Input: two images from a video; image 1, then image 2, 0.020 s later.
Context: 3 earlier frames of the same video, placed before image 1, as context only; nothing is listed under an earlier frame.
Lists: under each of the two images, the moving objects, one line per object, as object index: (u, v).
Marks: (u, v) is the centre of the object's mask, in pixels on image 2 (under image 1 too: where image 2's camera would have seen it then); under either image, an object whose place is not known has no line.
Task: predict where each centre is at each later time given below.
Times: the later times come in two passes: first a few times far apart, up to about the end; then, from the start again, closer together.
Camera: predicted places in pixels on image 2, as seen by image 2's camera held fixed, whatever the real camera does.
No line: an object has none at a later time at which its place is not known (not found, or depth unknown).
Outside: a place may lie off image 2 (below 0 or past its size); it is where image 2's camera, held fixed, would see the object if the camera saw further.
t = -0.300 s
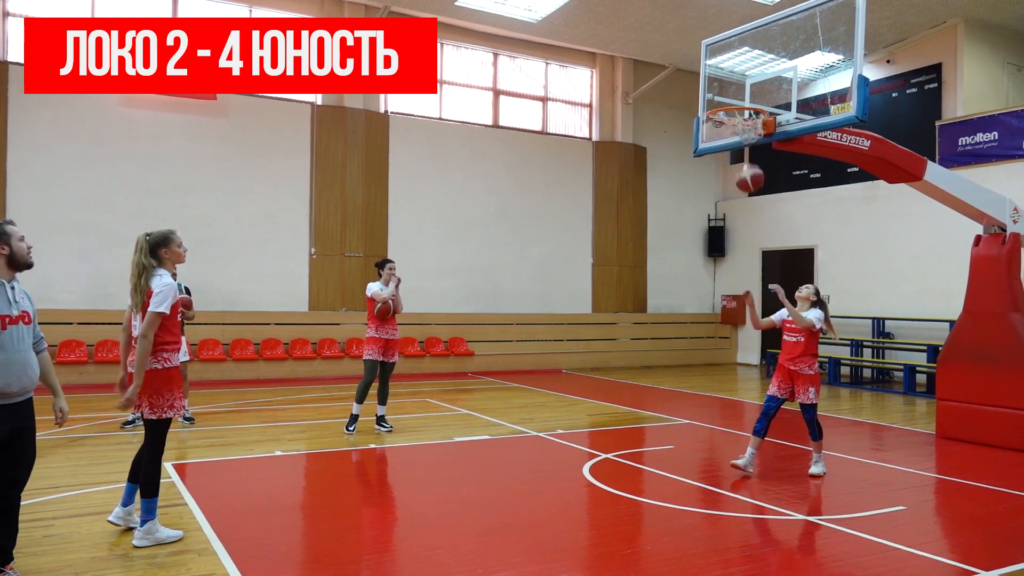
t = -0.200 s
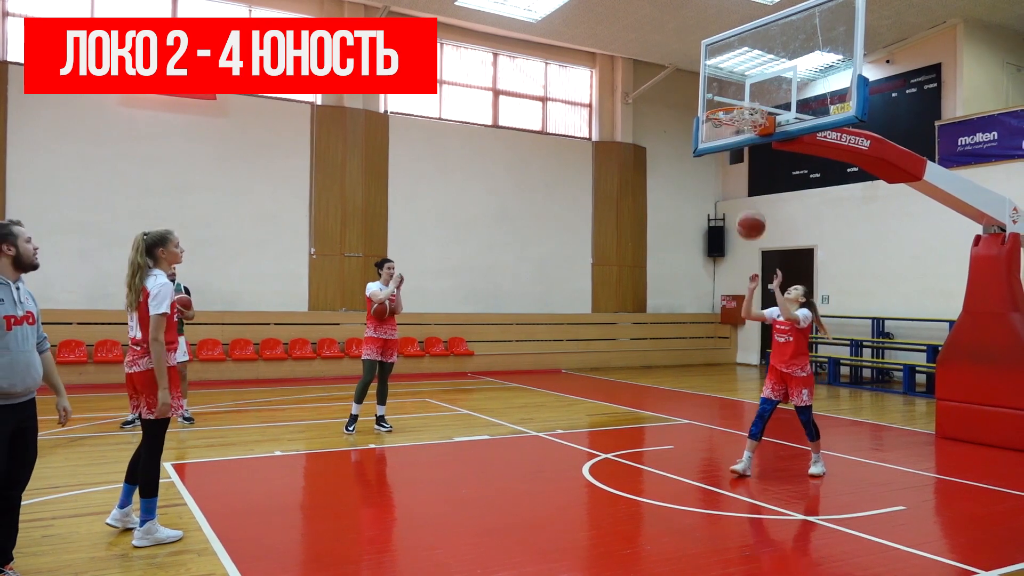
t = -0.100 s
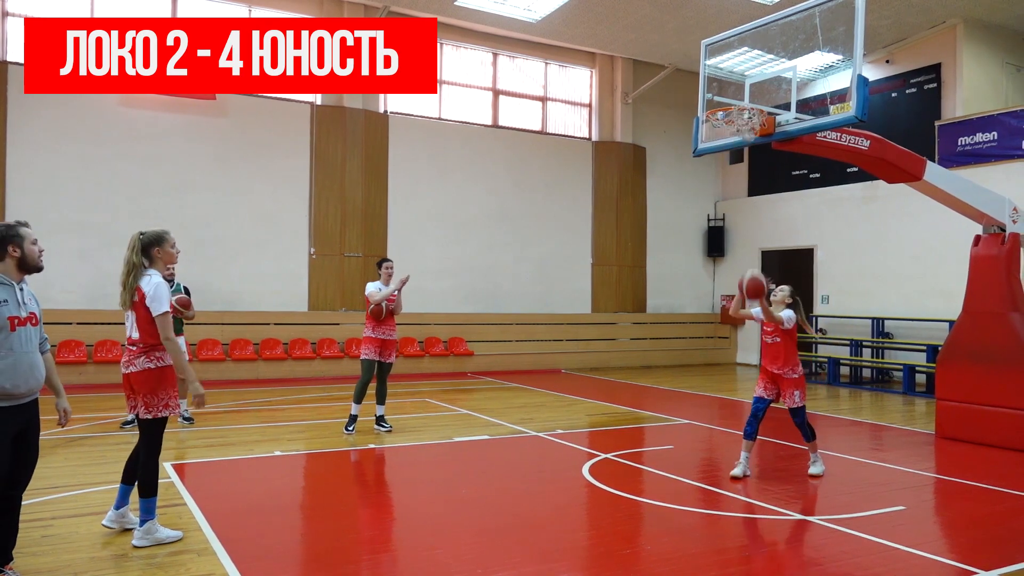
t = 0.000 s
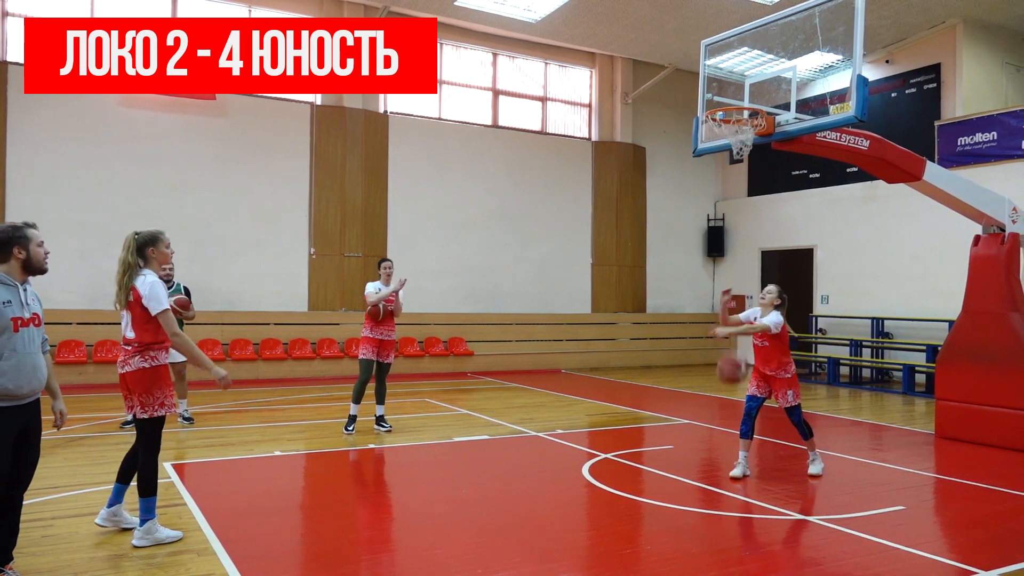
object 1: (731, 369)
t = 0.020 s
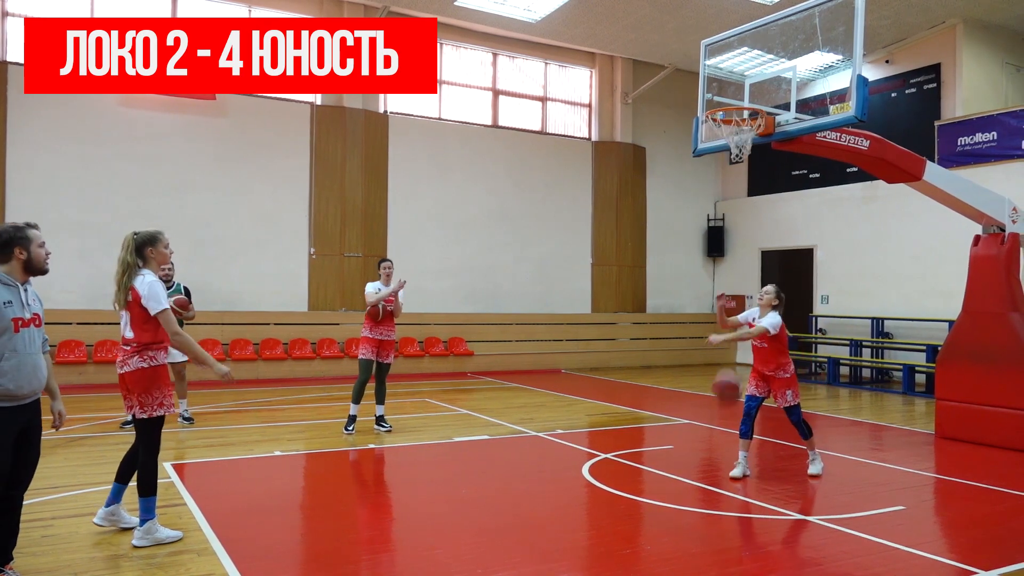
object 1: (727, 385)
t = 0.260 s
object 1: (657, 402)
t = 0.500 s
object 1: (574, 284)
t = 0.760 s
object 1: (468, 242)
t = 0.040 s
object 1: (722, 408)
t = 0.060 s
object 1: (718, 429)
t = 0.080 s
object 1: (712, 451)
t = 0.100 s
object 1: (706, 471)
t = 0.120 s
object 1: (700, 496)
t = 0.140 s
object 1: (694, 485)
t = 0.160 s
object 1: (688, 469)
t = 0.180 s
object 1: (682, 455)
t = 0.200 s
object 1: (676, 442)
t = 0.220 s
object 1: (670, 428)
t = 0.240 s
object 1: (664, 414)
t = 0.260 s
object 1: (657, 402)
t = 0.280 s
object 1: (651, 390)
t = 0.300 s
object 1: (644, 377)
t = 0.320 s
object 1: (639, 366)
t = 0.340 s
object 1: (631, 354)
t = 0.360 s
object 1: (624, 343)
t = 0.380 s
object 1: (617, 333)
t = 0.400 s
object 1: (611, 324)
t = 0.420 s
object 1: (604, 315)
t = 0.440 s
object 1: (597, 306)
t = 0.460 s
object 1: (589, 298)
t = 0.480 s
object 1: (582, 291)
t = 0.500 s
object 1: (574, 284)
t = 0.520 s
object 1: (567, 277)
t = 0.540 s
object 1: (559, 271)
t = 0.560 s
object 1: (552, 265)
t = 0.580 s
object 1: (544, 260)
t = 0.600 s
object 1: (536, 255)
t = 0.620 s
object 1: (528, 252)
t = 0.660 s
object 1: (512, 246)
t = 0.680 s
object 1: (503, 244)
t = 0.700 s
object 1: (495, 243)
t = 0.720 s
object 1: (486, 241)
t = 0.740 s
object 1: (477, 242)
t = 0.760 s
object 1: (468, 242)
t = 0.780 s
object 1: (460, 243)
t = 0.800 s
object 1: (451, 245)
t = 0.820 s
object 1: (442, 248)
